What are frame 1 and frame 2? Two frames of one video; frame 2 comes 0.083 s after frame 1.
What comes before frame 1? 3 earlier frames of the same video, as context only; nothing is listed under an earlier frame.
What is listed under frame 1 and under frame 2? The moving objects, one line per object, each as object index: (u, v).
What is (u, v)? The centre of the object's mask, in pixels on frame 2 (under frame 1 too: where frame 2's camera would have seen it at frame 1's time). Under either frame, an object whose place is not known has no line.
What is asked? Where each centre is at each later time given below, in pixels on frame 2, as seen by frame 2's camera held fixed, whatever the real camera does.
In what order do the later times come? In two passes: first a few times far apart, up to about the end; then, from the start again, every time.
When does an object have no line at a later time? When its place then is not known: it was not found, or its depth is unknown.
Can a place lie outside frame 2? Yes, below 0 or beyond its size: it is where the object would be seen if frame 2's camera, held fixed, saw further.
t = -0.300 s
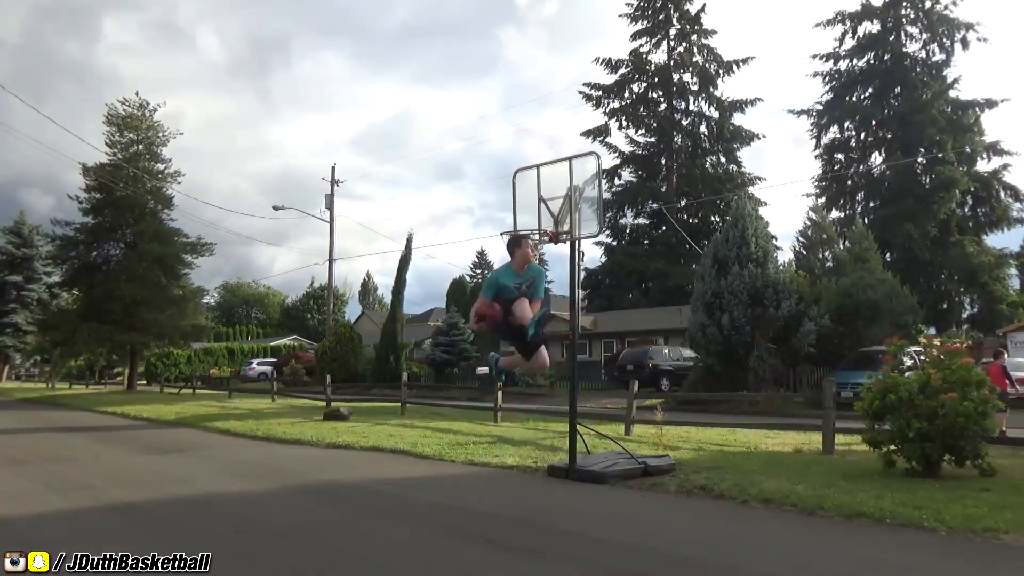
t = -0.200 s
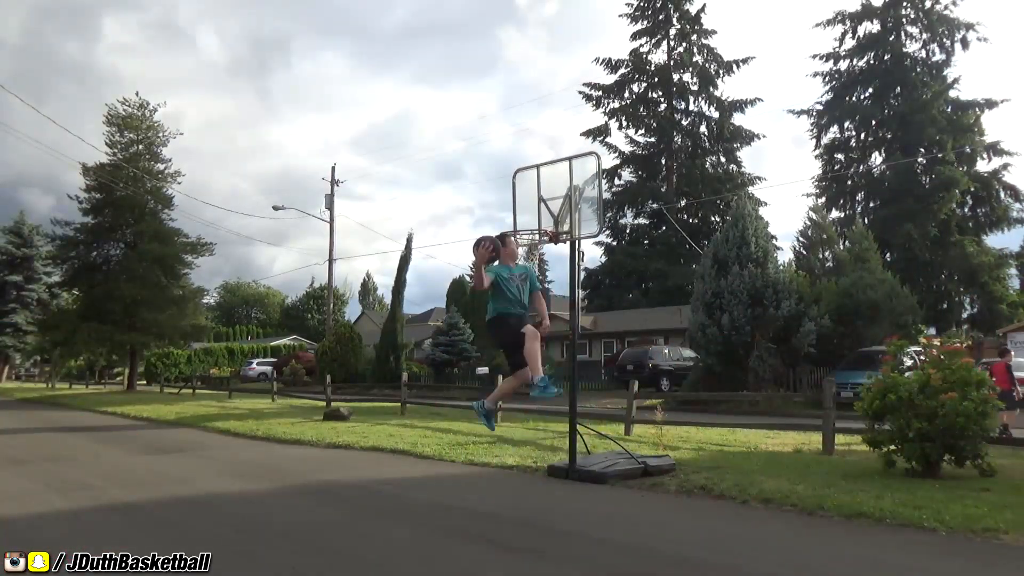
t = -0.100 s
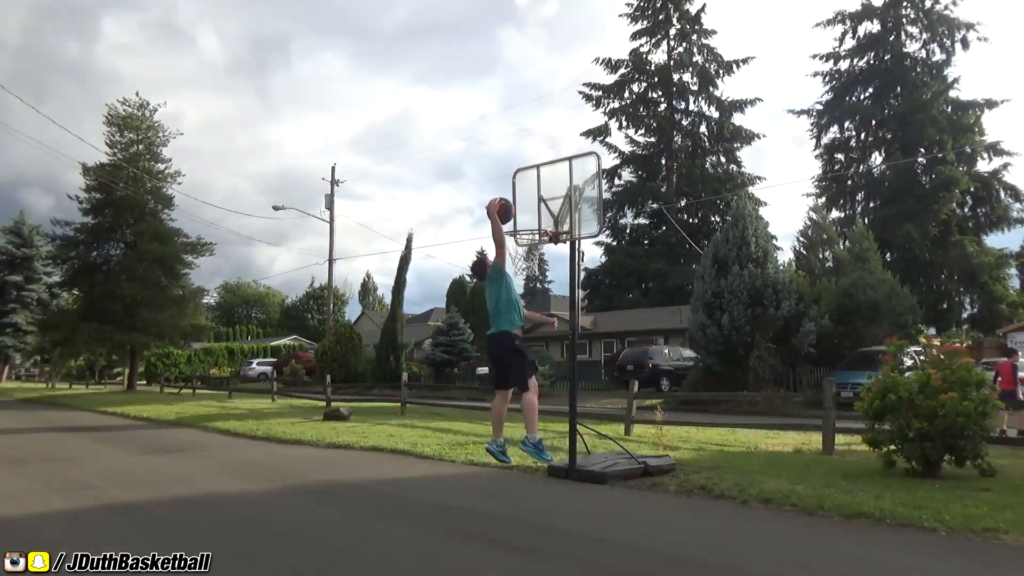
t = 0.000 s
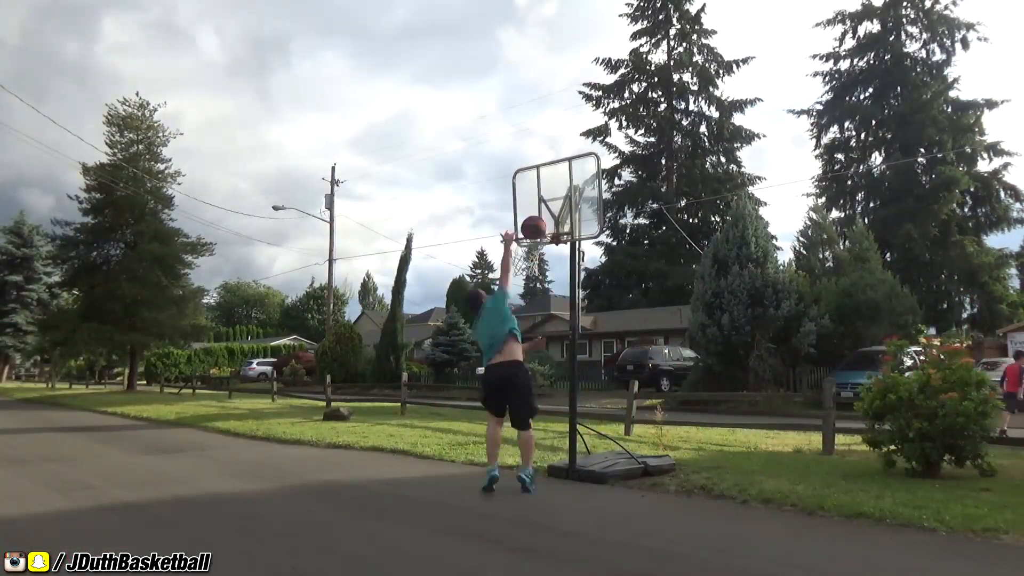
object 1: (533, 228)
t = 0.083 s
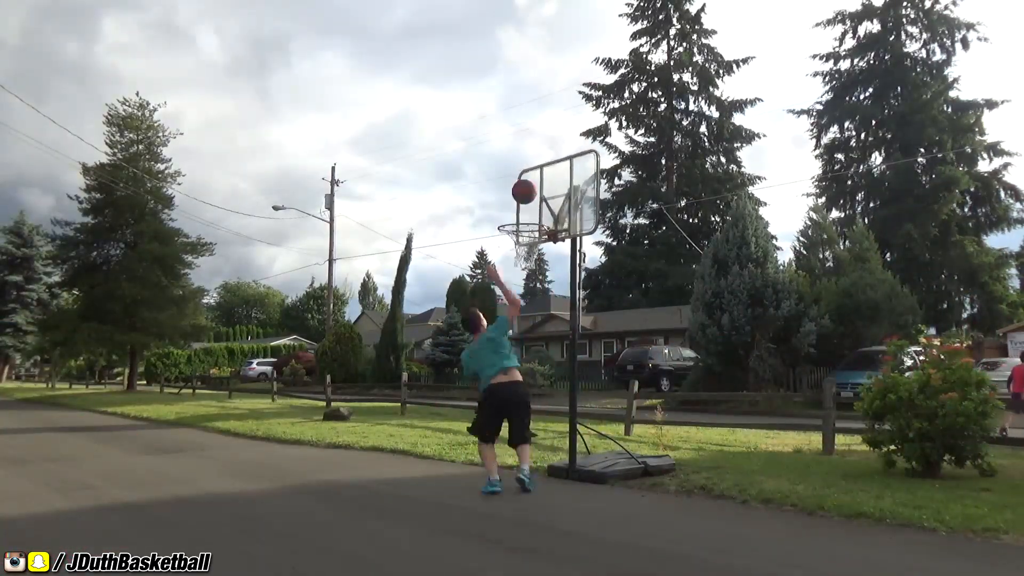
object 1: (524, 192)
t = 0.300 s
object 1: (498, 125)
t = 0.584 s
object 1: (462, 108)
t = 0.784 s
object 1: (434, 146)
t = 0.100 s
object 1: (522, 185)
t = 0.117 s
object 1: (520, 179)
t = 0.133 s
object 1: (518, 172)
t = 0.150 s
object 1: (516, 167)
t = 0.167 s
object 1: (514, 161)
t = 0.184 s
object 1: (512, 156)
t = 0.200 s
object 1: (510, 151)
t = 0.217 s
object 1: (509, 146)
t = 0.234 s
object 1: (507, 141)
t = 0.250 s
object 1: (505, 137)
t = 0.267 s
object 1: (503, 133)
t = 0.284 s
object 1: (500, 129)
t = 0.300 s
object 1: (498, 125)
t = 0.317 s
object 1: (496, 122)
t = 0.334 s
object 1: (494, 119)
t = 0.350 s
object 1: (492, 116)
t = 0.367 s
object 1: (490, 114)
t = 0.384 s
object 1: (488, 112)
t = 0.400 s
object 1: (486, 110)
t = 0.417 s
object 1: (484, 108)
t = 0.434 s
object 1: (482, 107)
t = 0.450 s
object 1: (480, 106)
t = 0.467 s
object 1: (478, 105)
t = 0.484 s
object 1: (475, 105)
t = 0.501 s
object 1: (473, 104)
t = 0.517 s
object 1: (471, 105)
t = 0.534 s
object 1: (469, 105)
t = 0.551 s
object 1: (467, 105)
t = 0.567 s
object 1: (464, 106)
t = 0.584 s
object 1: (462, 108)
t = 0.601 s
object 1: (460, 109)
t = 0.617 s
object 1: (458, 111)
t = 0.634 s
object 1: (455, 113)
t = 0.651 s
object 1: (453, 116)
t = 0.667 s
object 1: (451, 118)
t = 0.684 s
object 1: (448, 121)
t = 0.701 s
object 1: (446, 125)
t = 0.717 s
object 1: (444, 128)
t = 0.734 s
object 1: (441, 132)
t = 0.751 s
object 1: (439, 137)
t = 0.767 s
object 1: (436, 141)
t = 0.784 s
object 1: (434, 146)
